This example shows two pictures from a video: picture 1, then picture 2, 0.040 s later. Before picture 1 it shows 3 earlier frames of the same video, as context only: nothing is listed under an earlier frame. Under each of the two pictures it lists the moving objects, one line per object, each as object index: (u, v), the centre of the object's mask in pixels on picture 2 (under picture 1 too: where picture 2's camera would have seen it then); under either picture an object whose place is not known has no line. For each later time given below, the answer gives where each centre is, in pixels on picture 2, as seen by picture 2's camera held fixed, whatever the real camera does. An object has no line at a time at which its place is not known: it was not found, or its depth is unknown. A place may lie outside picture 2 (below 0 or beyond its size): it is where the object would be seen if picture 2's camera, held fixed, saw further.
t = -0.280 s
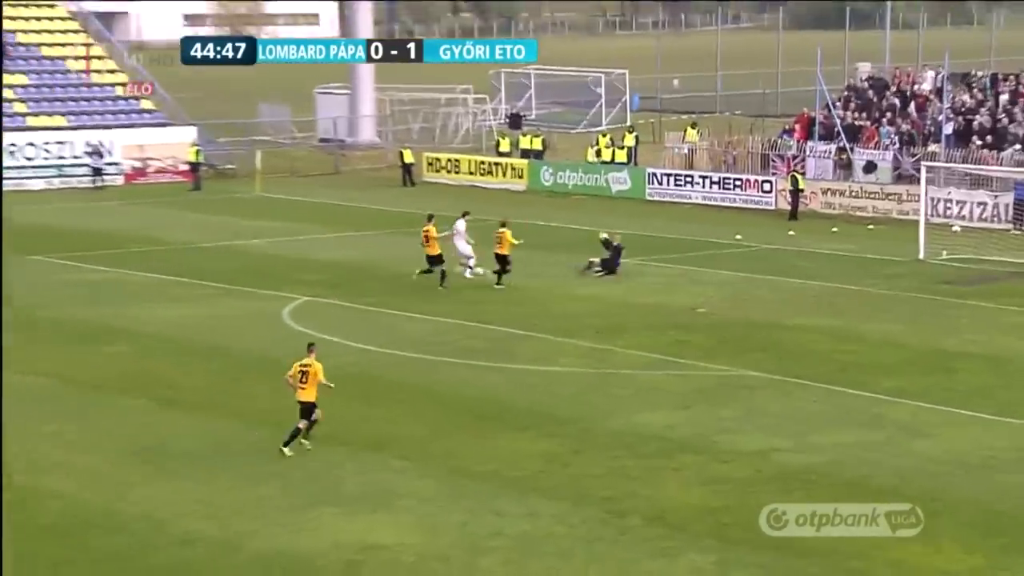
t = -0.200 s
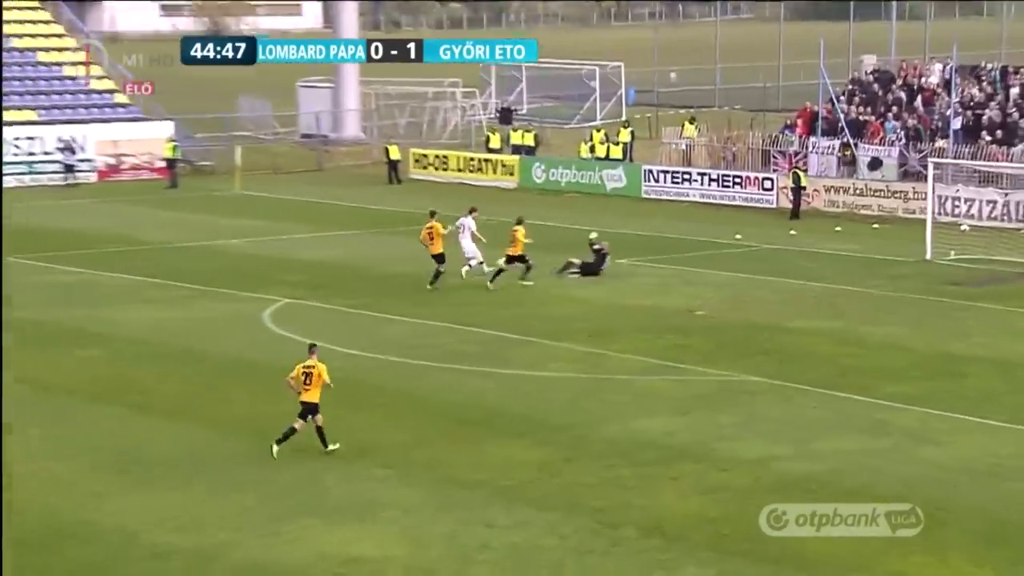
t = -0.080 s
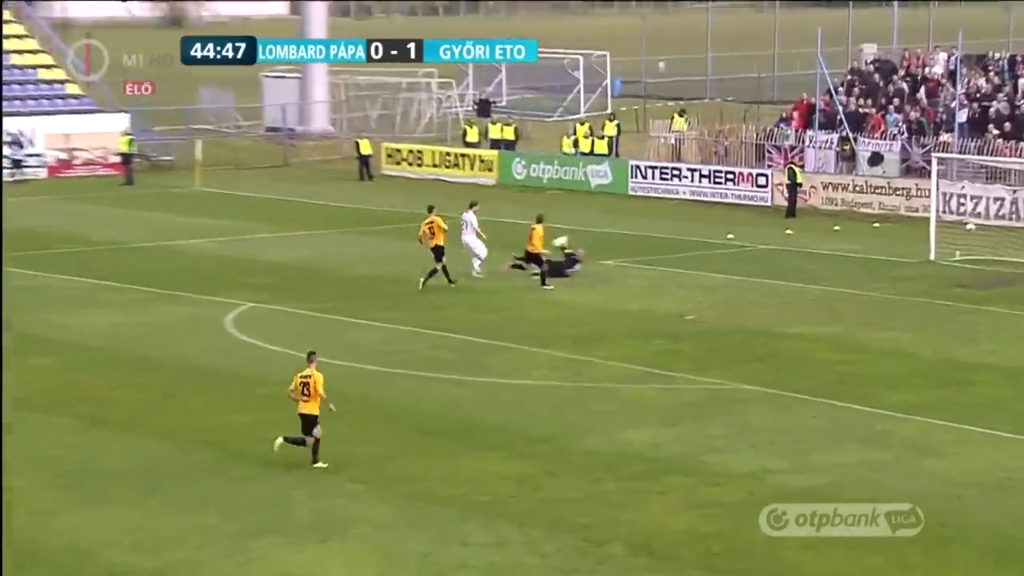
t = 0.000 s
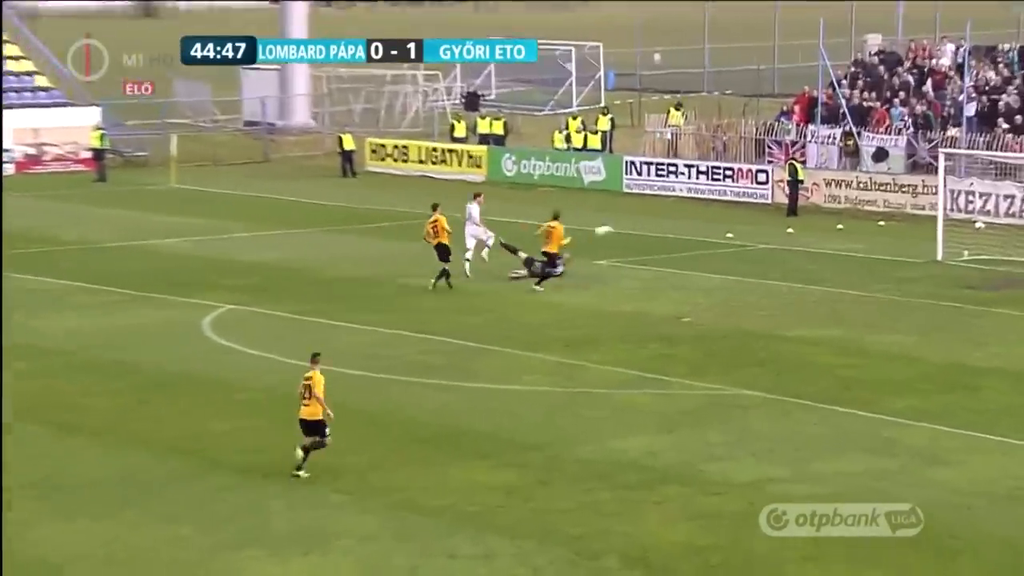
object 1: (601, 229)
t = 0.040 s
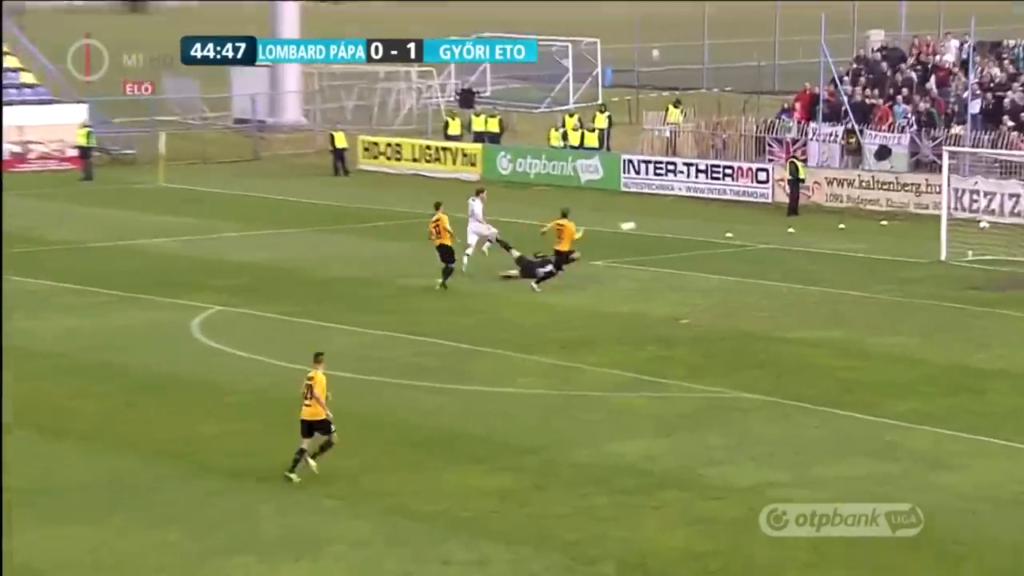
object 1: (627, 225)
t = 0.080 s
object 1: (652, 222)
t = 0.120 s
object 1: (676, 219)
